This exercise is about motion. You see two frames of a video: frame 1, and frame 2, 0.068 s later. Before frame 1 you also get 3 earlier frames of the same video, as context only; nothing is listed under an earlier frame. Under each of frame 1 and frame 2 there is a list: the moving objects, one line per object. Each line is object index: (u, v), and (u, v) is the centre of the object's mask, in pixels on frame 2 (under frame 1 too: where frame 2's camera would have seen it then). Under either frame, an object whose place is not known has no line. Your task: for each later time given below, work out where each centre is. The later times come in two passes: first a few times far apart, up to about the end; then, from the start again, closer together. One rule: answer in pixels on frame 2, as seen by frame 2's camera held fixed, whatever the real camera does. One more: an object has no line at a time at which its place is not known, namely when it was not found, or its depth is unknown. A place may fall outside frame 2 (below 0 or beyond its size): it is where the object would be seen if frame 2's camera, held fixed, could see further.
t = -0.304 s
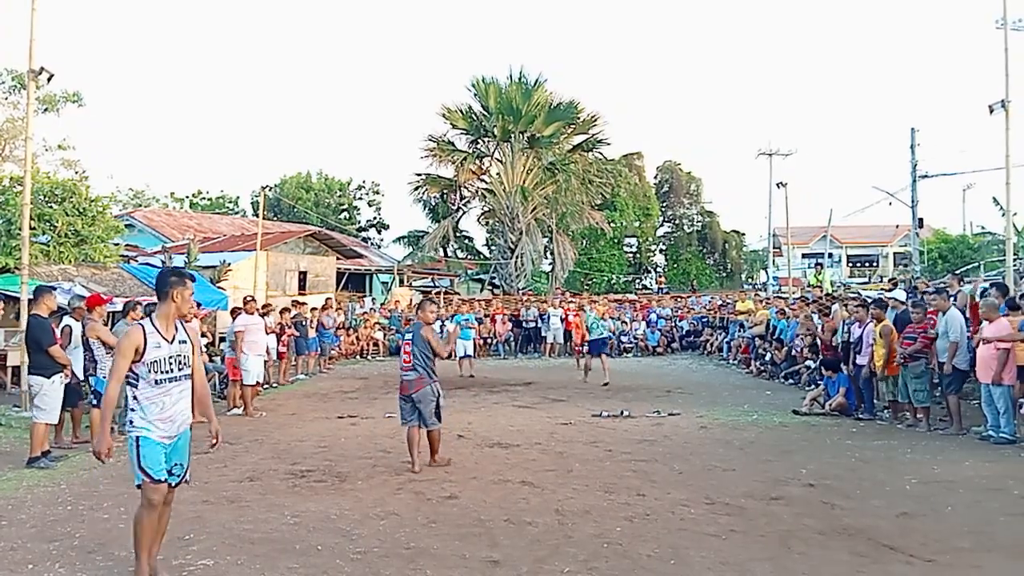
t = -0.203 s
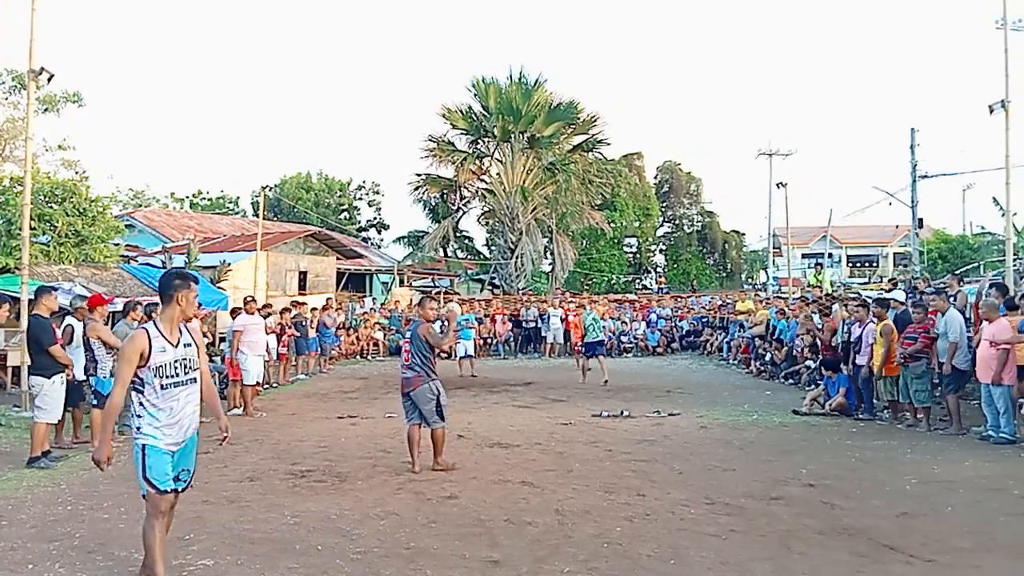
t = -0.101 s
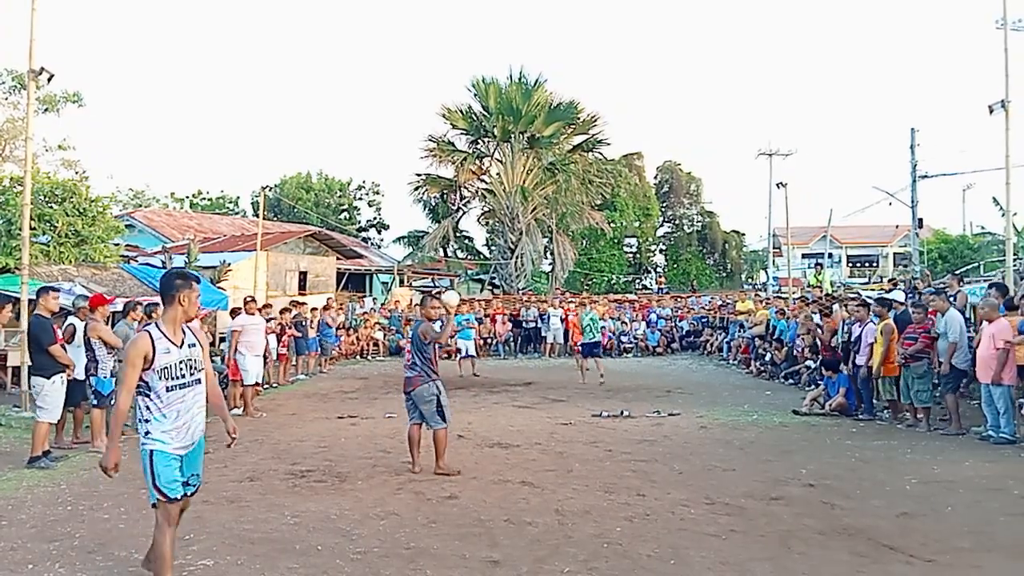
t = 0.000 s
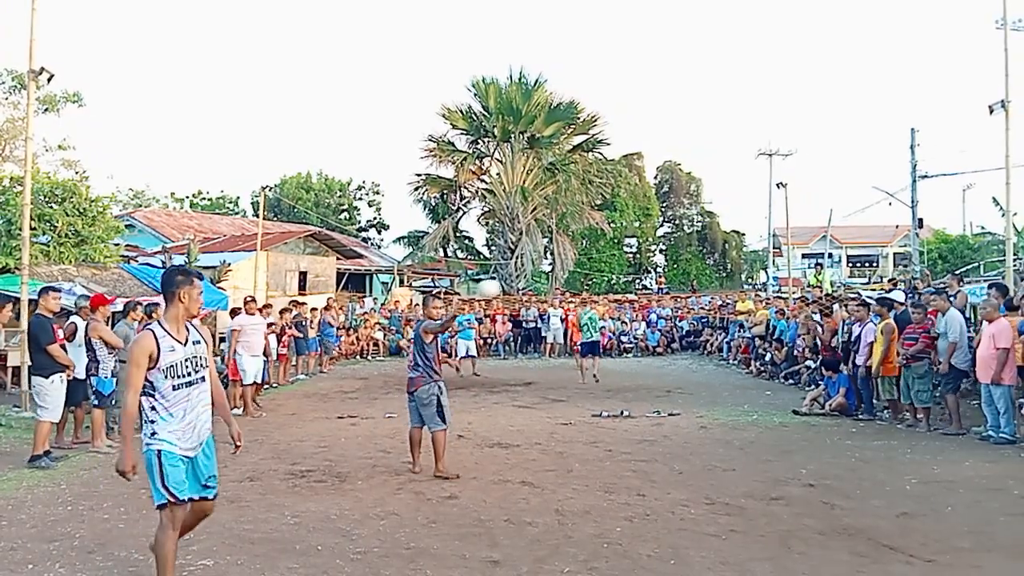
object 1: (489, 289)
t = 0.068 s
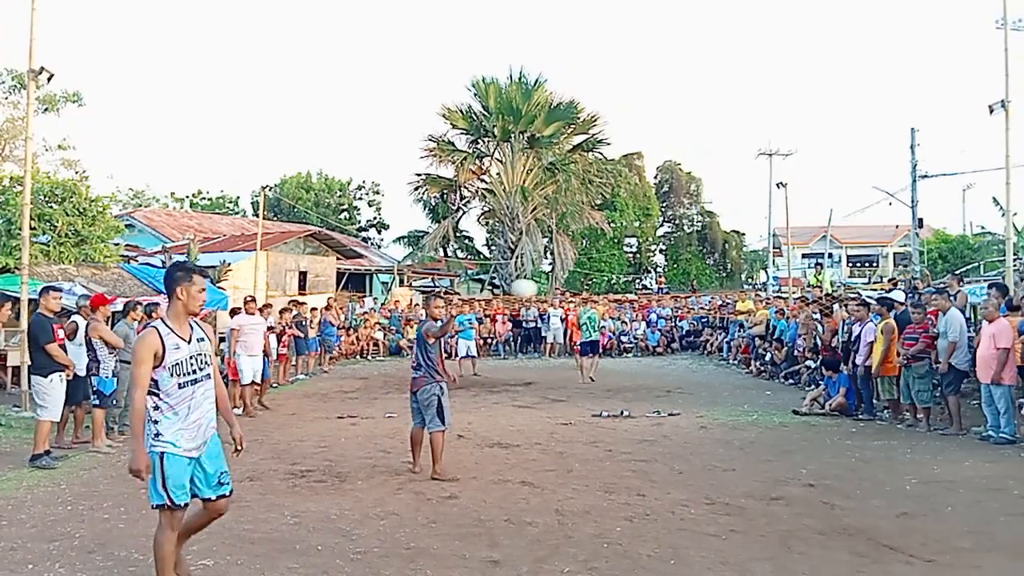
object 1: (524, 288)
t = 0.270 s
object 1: (675, 333)
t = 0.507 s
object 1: (999, 555)
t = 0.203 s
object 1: (615, 308)
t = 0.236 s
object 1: (642, 319)
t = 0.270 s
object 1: (675, 333)
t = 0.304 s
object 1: (706, 349)
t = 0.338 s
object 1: (744, 370)
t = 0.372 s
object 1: (785, 395)
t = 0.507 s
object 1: (999, 555)
